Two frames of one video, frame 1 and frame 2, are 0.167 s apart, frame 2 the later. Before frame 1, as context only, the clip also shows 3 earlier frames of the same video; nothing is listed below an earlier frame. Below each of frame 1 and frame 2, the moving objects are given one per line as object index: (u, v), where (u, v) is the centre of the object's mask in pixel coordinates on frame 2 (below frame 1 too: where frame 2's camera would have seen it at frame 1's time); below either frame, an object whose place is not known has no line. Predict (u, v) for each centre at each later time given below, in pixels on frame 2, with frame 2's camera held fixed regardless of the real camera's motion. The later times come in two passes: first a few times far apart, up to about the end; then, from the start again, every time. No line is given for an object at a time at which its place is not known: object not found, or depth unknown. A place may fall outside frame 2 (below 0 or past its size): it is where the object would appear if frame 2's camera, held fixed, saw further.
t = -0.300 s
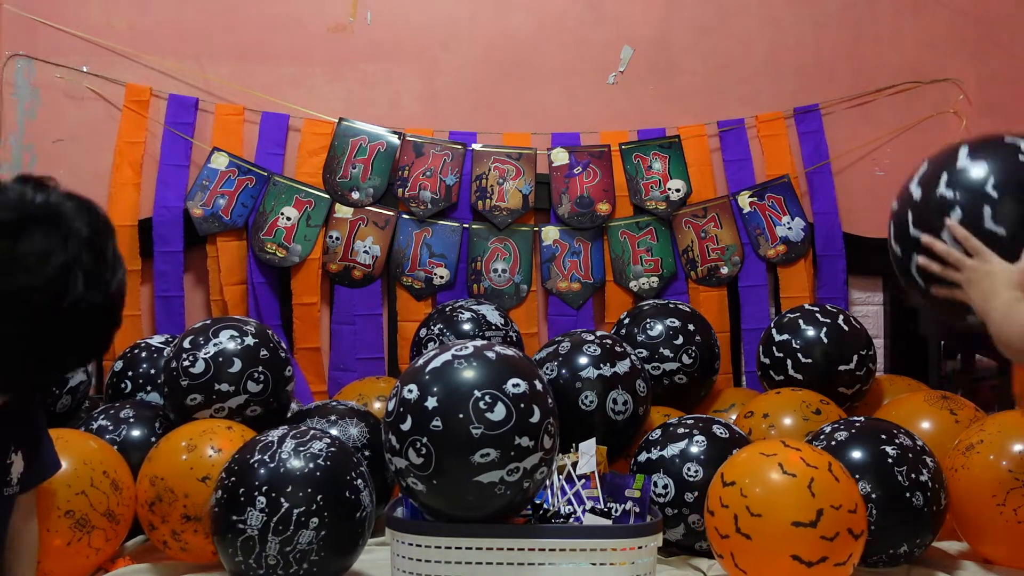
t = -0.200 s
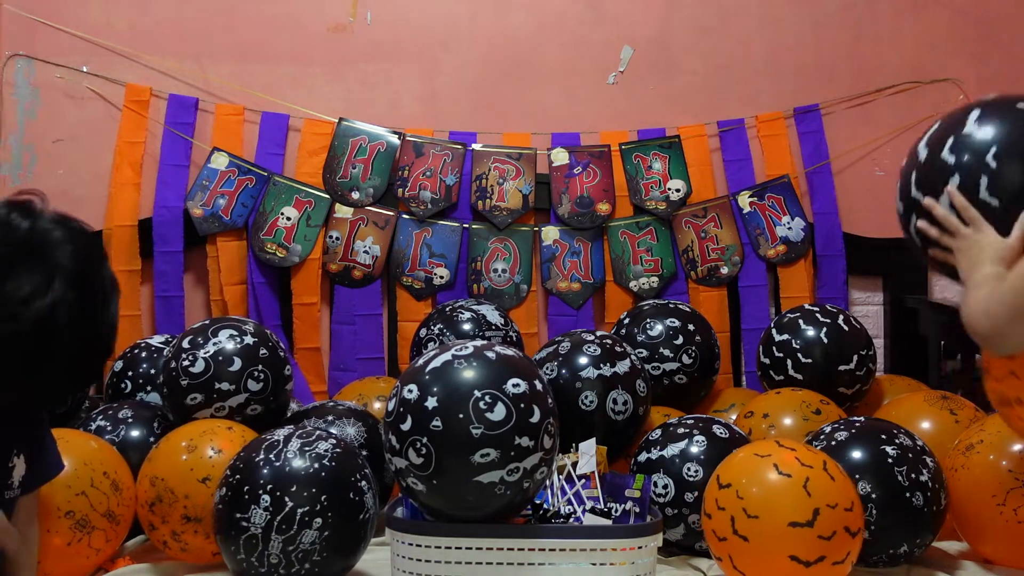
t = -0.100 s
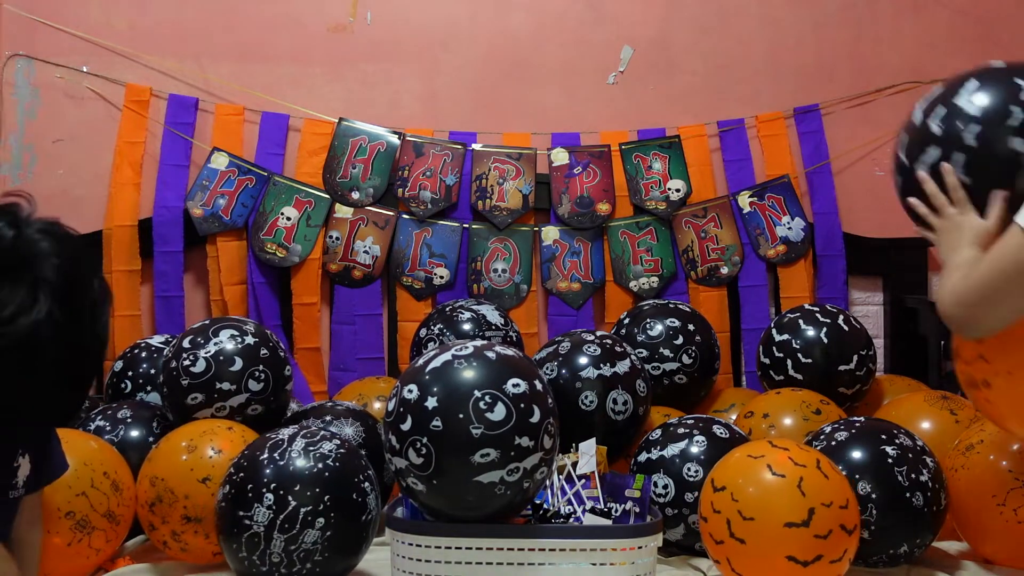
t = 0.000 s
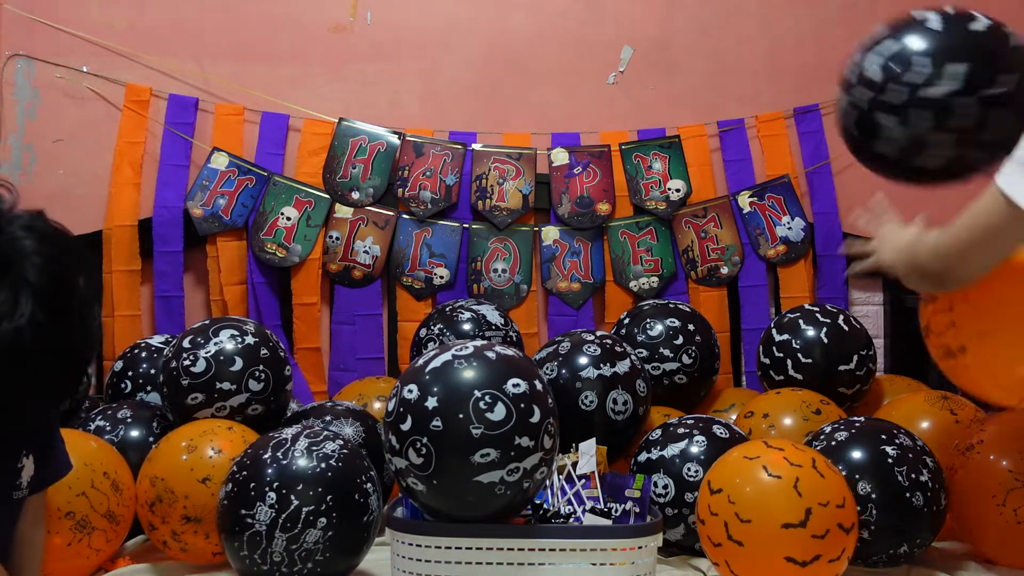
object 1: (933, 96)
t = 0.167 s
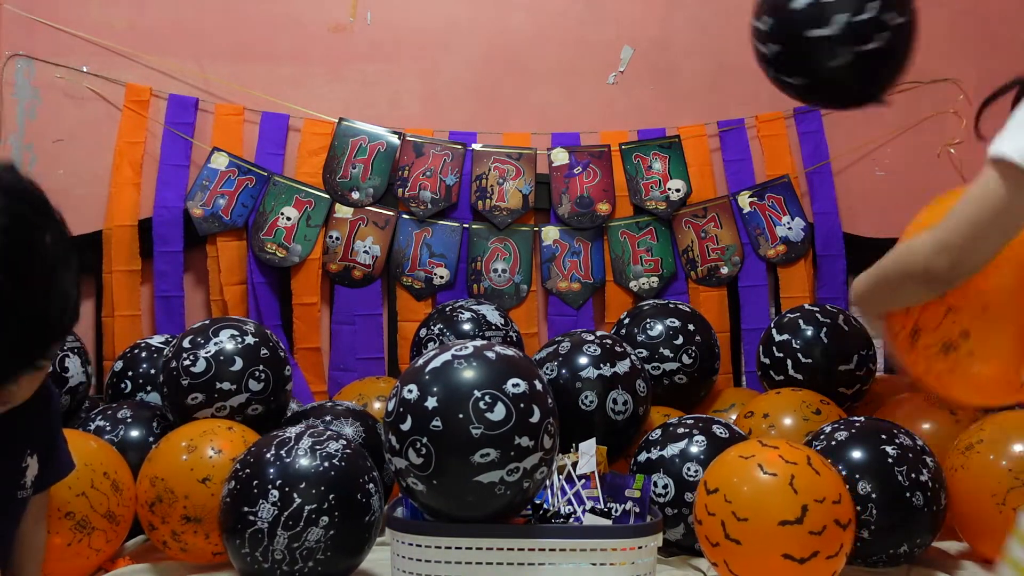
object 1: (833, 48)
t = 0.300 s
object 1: (774, 36)
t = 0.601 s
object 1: (686, 47)
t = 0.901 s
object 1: (642, 119)
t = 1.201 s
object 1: (642, 129)
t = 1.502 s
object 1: (654, 216)
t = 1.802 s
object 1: (706, 338)
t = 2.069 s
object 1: (793, 370)
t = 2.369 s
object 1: (829, 373)
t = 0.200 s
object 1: (817, 44)
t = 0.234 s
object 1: (802, 40)
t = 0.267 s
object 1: (788, 38)
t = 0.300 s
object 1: (774, 36)
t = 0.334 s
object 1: (762, 34)
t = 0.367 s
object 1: (750, 34)
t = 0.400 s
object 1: (740, 33)
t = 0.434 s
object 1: (729, 34)
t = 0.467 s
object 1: (720, 35)
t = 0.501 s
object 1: (711, 37)
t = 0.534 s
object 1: (702, 40)
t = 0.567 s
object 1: (694, 43)
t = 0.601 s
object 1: (686, 47)
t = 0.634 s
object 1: (679, 52)
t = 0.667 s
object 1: (673, 58)
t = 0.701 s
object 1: (666, 66)
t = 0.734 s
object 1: (661, 77)
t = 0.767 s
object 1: (655, 88)
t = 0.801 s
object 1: (651, 98)
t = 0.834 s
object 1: (647, 110)
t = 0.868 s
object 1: (643, 120)
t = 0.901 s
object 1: (642, 119)
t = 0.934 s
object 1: (642, 118)
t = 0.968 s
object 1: (642, 116)
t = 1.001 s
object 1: (641, 115)
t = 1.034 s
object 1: (641, 115)
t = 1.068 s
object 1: (641, 115)
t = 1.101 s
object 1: (641, 117)
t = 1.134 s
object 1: (641, 120)
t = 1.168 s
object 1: (642, 124)
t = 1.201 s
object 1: (642, 129)
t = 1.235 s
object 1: (643, 135)
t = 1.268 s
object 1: (644, 142)
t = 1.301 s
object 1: (645, 148)
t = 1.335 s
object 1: (646, 157)
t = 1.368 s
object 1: (648, 166)
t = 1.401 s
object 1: (649, 177)
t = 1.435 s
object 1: (651, 189)
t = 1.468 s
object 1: (653, 203)
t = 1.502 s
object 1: (654, 216)
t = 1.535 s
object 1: (656, 231)
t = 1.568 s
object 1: (659, 248)
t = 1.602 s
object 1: (661, 265)
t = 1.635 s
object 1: (662, 284)
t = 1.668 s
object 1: (667, 301)
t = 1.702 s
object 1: (677, 306)
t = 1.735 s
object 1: (687, 320)
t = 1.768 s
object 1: (696, 330)
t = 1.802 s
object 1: (706, 338)
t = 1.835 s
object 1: (718, 344)
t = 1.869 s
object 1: (731, 347)
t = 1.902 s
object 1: (744, 350)
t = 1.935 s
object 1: (757, 355)
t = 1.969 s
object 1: (768, 362)
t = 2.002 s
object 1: (782, 368)
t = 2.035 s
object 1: (788, 369)
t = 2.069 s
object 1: (793, 370)
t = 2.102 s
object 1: (797, 370)
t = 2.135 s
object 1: (801, 370)
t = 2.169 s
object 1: (804, 370)
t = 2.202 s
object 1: (808, 370)
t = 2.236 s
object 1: (812, 370)
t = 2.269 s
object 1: (816, 371)
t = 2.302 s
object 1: (820, 372)
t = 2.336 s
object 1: (824, 372)
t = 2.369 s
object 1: (829, 373)
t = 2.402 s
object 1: (833, 373)
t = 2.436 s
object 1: (837, 375)
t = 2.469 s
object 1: (839, 377)
